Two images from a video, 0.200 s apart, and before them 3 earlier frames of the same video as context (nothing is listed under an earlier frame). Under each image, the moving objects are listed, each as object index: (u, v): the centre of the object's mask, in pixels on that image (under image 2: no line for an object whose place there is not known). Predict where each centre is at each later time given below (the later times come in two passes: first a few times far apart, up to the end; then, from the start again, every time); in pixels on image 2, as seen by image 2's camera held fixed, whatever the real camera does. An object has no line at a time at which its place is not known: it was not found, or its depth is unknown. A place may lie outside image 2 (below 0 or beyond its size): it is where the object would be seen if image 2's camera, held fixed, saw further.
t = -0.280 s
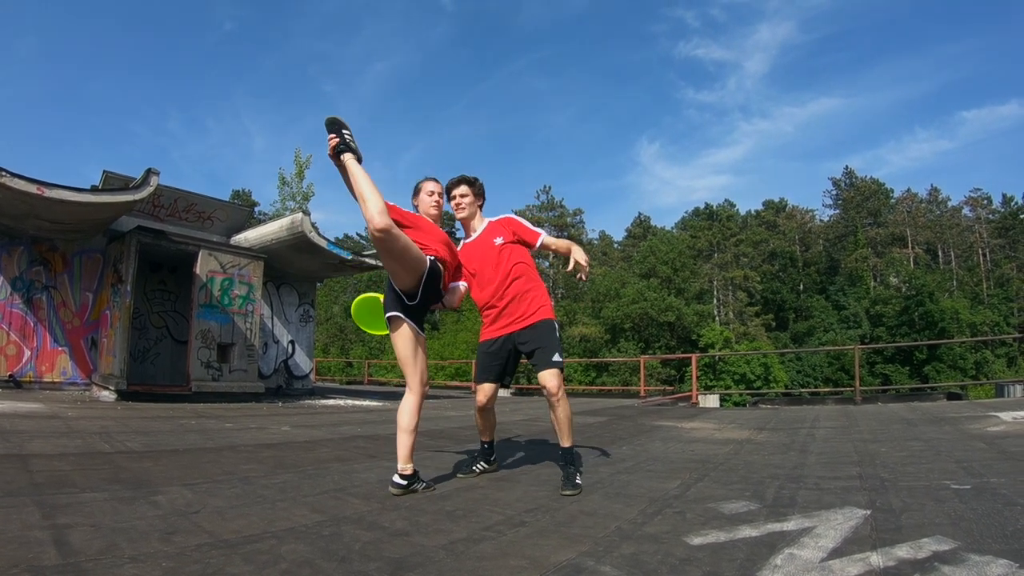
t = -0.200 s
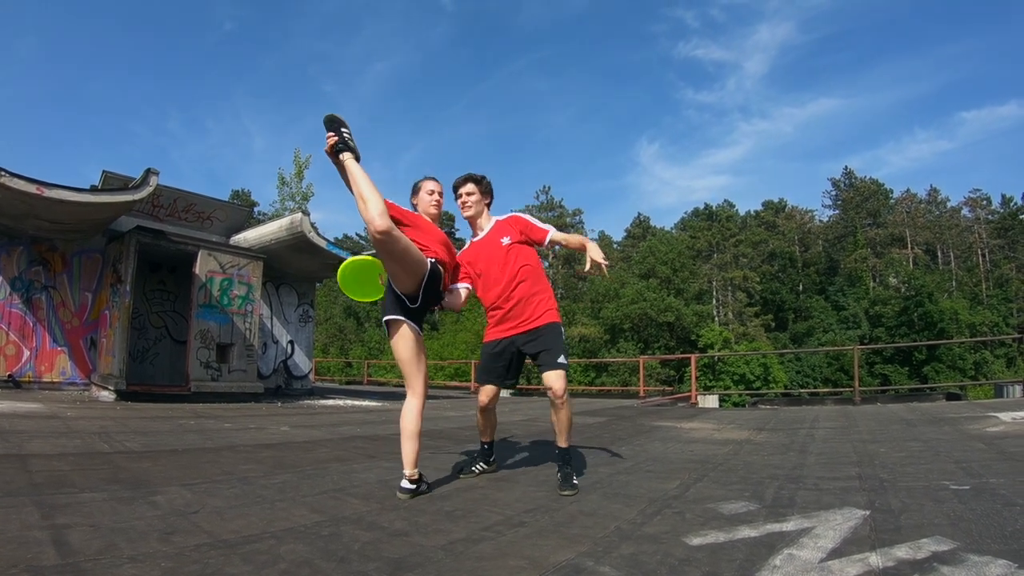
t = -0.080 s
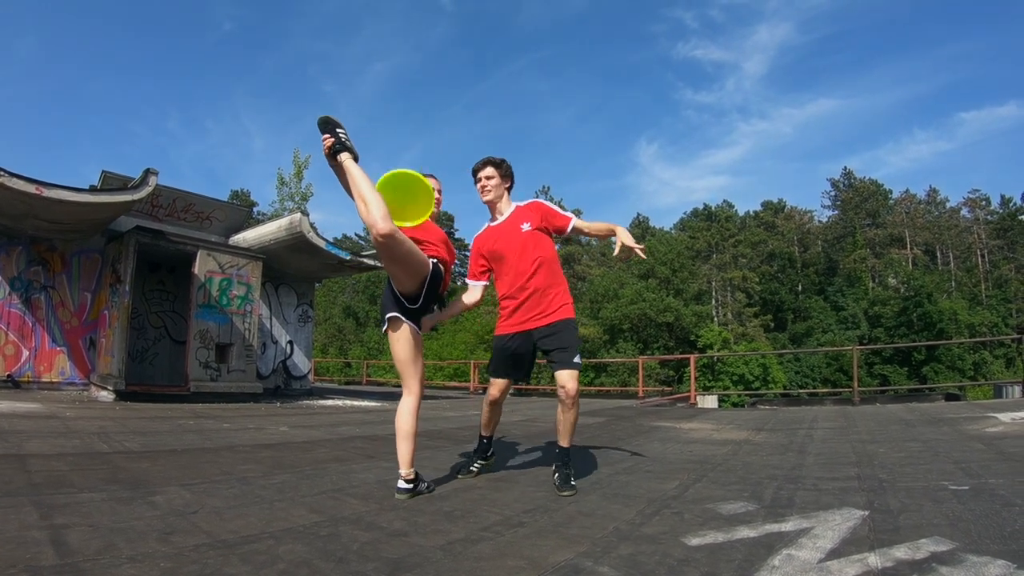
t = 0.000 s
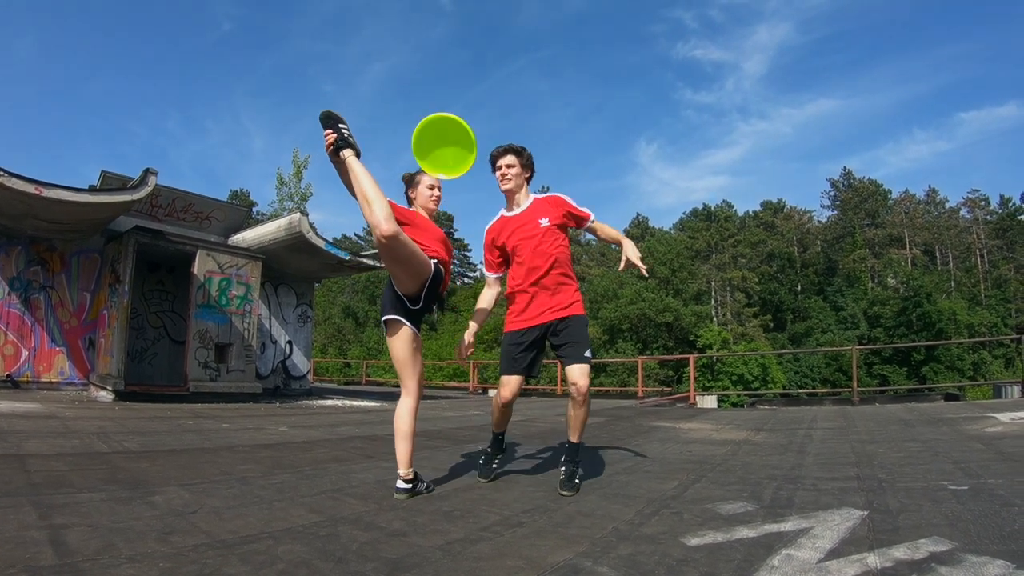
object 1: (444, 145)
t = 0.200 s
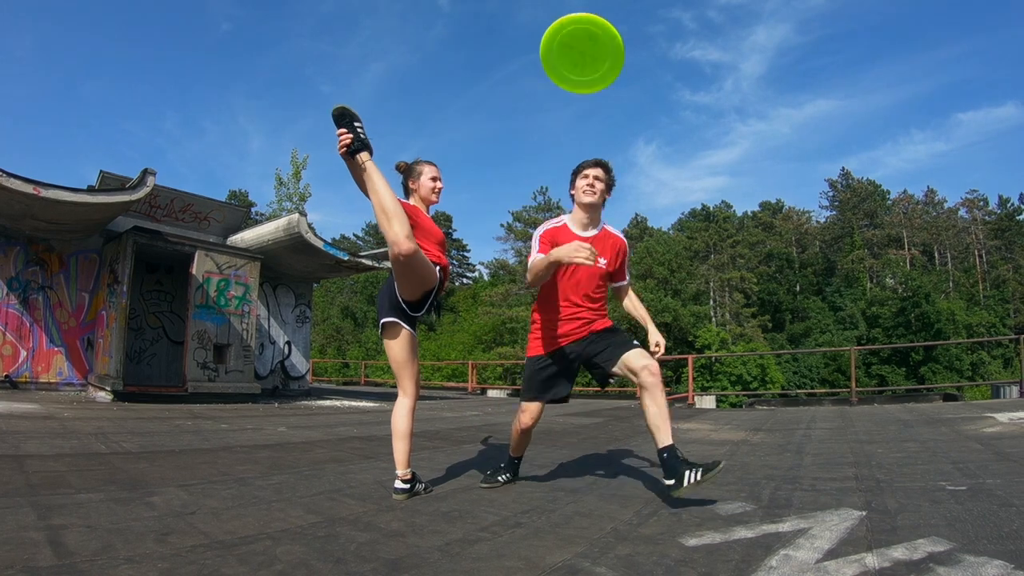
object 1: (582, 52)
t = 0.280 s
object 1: (661, 37)
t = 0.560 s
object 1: (997, 138)
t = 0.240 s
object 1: (620, 42)
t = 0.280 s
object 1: (661, 37)
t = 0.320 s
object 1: (697, 35)
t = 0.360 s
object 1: (744, 38)
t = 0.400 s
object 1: (795, 43)
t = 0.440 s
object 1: (848, 56)
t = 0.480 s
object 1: (892, 73)
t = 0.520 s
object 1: (947, 101)
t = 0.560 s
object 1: (997, 138)
